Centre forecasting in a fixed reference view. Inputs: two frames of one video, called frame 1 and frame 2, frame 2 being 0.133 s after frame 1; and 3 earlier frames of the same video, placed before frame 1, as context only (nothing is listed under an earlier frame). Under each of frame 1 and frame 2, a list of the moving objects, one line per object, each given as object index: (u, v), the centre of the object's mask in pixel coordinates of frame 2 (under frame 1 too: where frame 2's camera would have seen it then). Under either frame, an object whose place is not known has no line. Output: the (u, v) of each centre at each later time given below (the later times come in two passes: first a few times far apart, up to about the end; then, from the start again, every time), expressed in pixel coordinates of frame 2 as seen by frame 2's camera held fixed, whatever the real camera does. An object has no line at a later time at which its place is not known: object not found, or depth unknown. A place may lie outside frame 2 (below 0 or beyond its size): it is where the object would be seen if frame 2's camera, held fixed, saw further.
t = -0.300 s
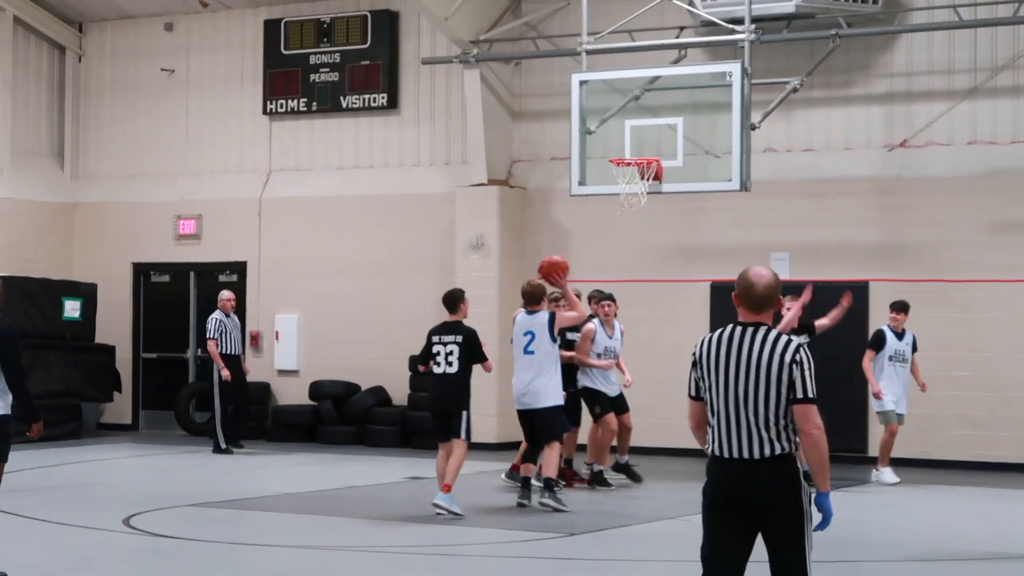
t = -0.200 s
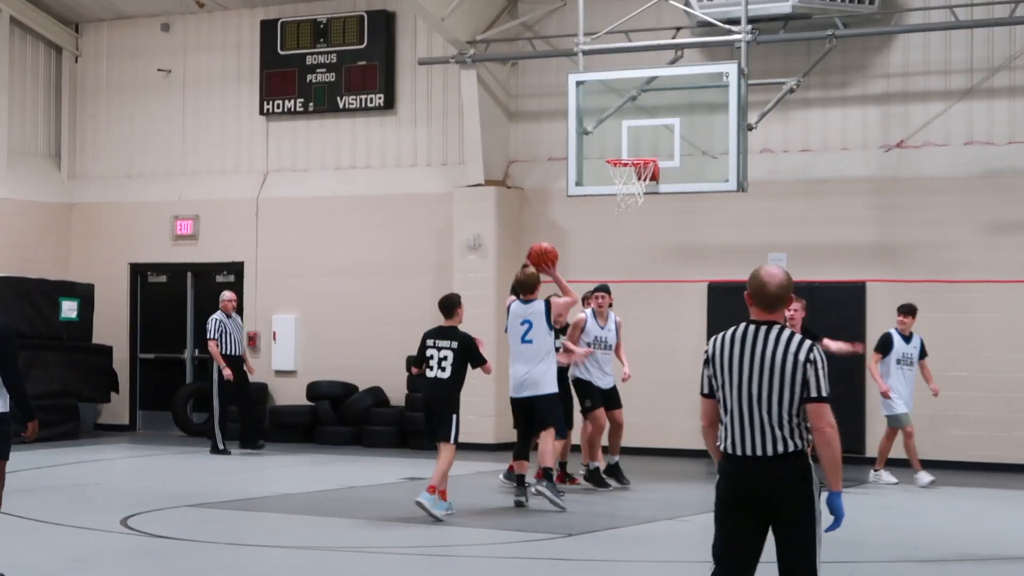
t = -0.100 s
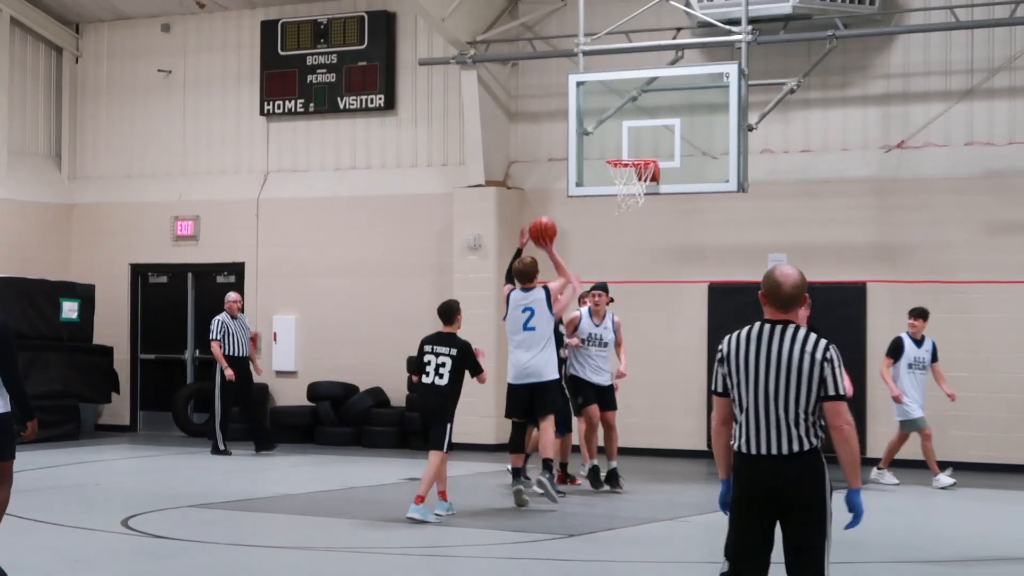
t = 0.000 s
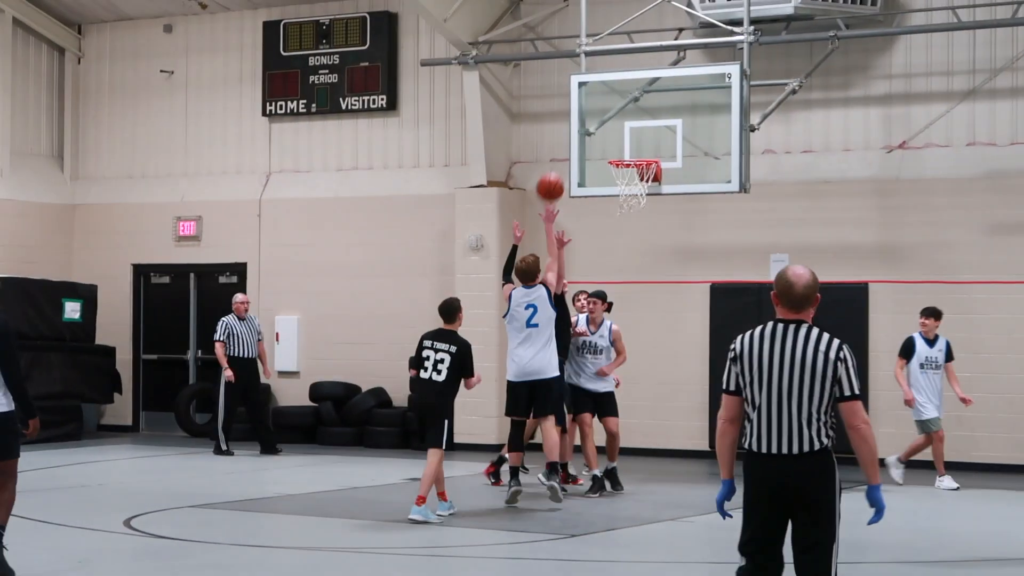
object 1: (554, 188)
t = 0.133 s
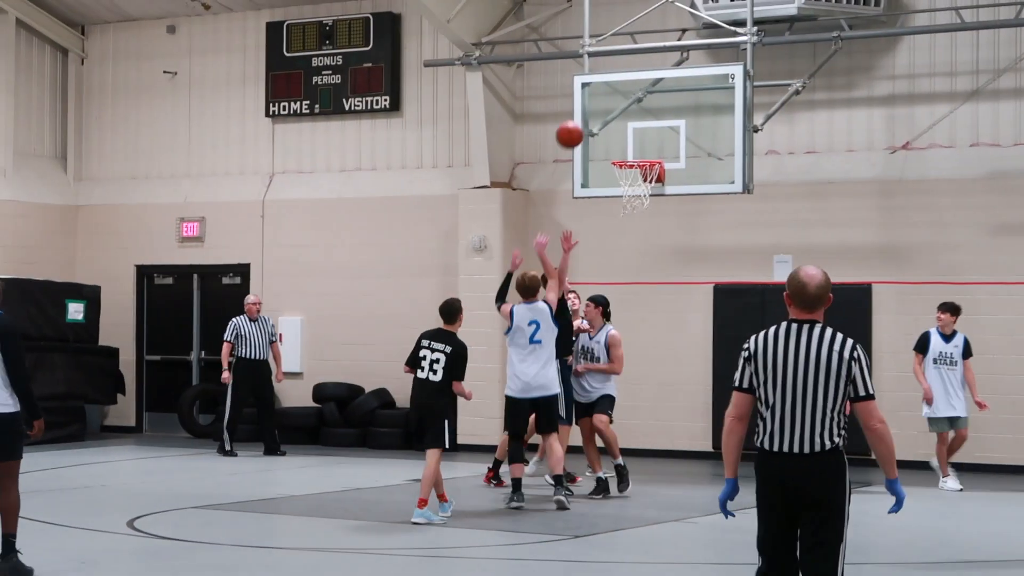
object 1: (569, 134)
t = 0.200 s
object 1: (577, 117)
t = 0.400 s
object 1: (599, 93)
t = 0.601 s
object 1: (620, 111)
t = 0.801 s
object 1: (639, 155)
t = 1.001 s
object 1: (620, 179)
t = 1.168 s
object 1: (622, 199)
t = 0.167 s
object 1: (573, 125)
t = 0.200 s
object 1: (577, 117)
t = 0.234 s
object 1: (581, 109)
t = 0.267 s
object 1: (585, 103)
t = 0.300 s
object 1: (588, 99)
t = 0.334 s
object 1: (592, 96)
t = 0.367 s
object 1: (596, 94)
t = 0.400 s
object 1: (599, 93)
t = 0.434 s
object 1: (602, 93)
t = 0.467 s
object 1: (606, 94)
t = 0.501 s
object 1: (609, 97)
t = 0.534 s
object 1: (613, 100)
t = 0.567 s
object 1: (616, 105)
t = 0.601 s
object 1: (620, 111)
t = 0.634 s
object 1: (623, 118)
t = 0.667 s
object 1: (626, 126)
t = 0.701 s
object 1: (629, 136)
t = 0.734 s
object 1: (632, 146)
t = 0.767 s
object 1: (635, 153)
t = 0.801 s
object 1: (639, 155)
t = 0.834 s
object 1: (641, 156)
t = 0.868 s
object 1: (638, 165)
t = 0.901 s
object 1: (633, 168)
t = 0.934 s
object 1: (627, 173)
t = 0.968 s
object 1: (622, 176)
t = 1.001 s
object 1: (620, 179)
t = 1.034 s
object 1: (619, 183)
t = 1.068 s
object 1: (619, 186)
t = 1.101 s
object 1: (620, 189)
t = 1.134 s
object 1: (621, 194)
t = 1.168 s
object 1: (622, 199)
